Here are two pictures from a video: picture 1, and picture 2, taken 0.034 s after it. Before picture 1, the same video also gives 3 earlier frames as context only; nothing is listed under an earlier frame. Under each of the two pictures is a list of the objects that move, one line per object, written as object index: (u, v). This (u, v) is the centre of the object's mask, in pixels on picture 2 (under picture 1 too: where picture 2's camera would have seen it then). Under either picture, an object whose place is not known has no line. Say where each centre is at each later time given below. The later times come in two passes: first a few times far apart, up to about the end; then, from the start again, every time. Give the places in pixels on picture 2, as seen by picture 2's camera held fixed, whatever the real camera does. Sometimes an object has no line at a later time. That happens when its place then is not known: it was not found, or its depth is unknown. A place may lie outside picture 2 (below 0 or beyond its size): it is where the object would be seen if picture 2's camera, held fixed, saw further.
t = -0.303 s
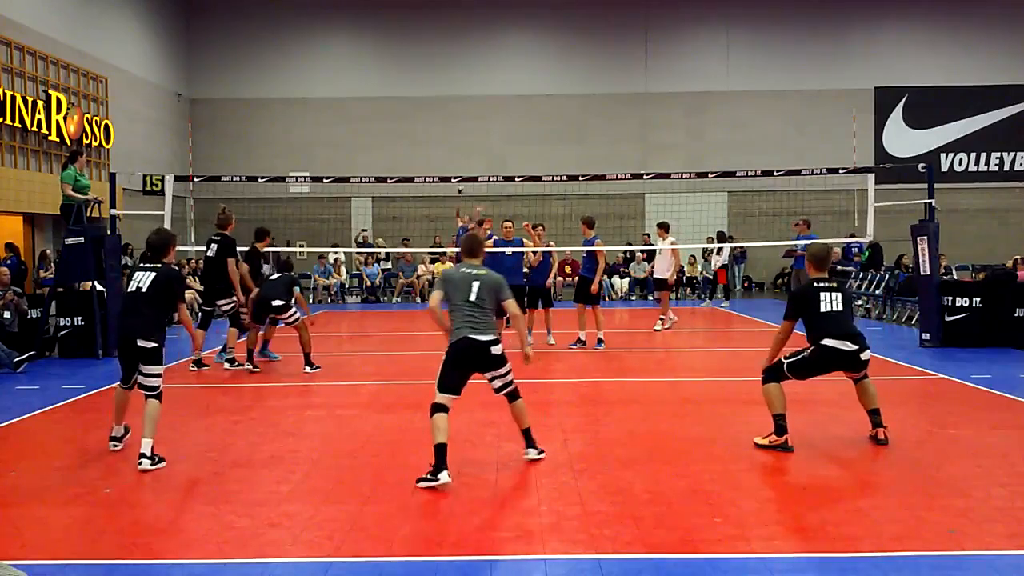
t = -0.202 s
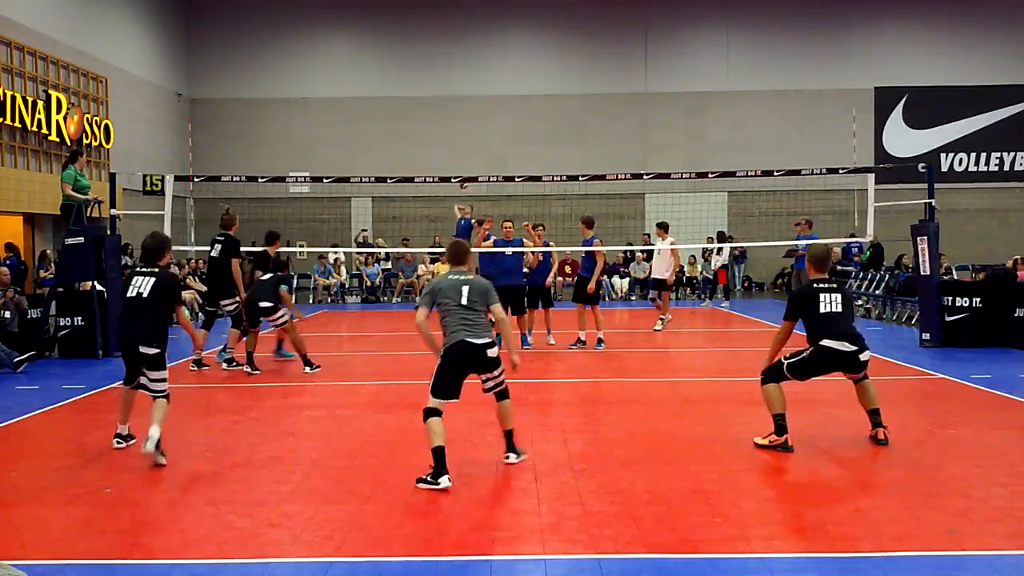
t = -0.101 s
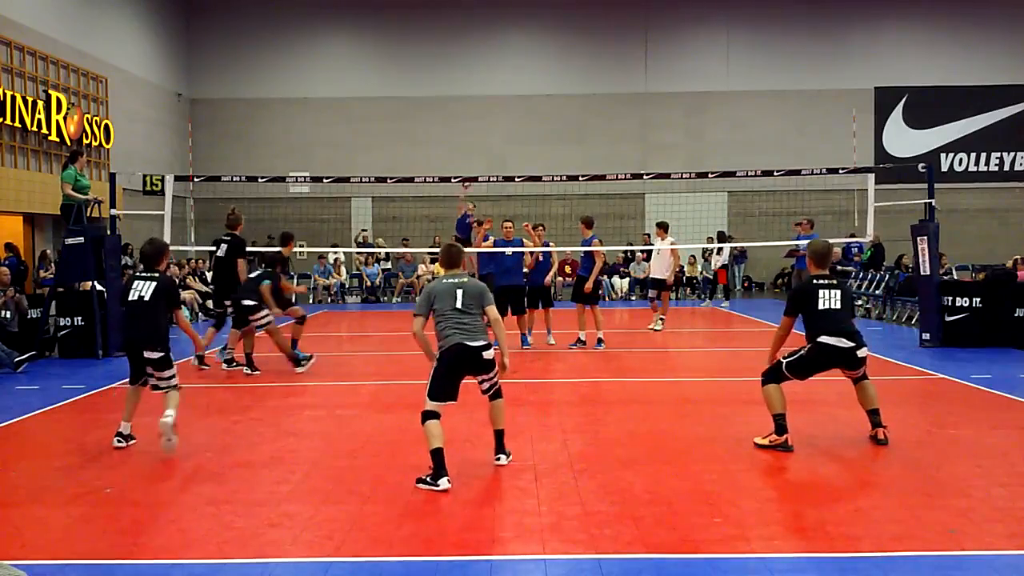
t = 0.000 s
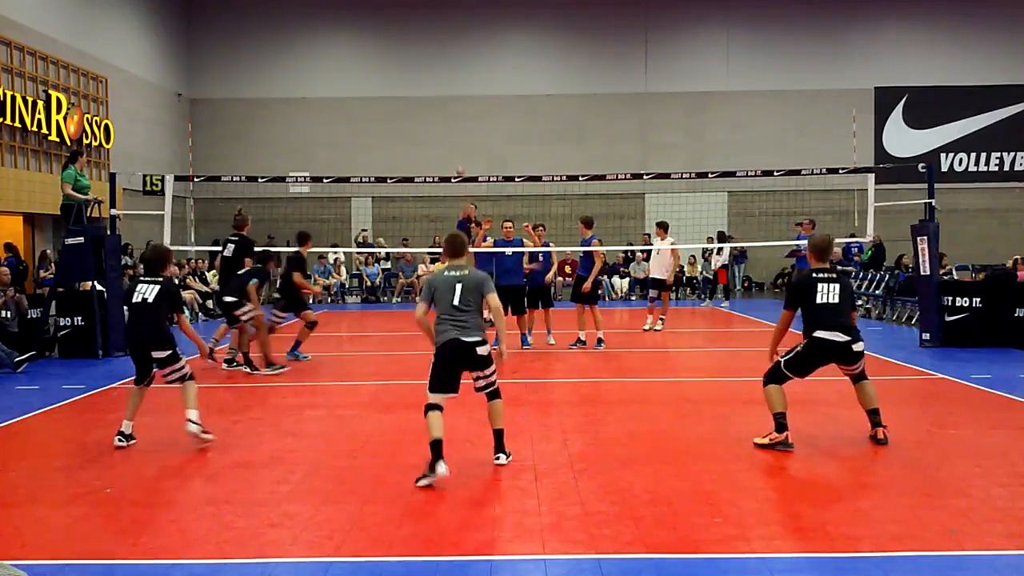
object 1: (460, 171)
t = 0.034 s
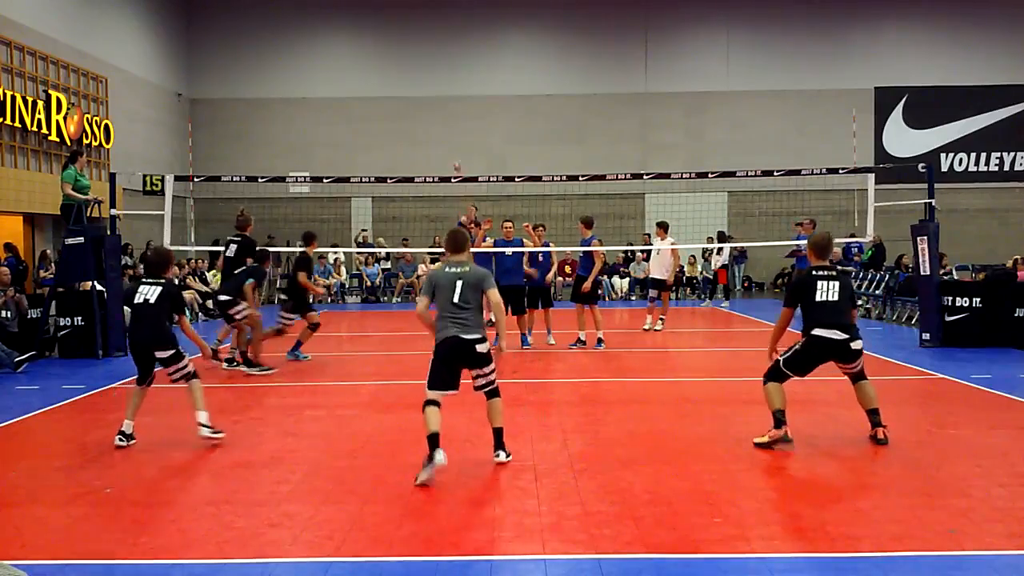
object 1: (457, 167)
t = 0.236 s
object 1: (437, 140)
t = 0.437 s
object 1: (401, 133)
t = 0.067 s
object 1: (456, 161)
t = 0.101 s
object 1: (453, 157)
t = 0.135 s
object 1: (450, 152)
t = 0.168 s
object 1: (446, 148)
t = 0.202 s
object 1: (442, 143)
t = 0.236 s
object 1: (437, 140)
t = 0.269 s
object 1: (433, 136)
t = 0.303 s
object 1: (428, 134)
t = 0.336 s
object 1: (422, 133)
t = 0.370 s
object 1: (416, 132)
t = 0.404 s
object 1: (408, 132)
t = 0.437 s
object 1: (401, 133)
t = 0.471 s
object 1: (393, 135)
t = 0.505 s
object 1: (385, 138)
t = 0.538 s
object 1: (376, 142)
